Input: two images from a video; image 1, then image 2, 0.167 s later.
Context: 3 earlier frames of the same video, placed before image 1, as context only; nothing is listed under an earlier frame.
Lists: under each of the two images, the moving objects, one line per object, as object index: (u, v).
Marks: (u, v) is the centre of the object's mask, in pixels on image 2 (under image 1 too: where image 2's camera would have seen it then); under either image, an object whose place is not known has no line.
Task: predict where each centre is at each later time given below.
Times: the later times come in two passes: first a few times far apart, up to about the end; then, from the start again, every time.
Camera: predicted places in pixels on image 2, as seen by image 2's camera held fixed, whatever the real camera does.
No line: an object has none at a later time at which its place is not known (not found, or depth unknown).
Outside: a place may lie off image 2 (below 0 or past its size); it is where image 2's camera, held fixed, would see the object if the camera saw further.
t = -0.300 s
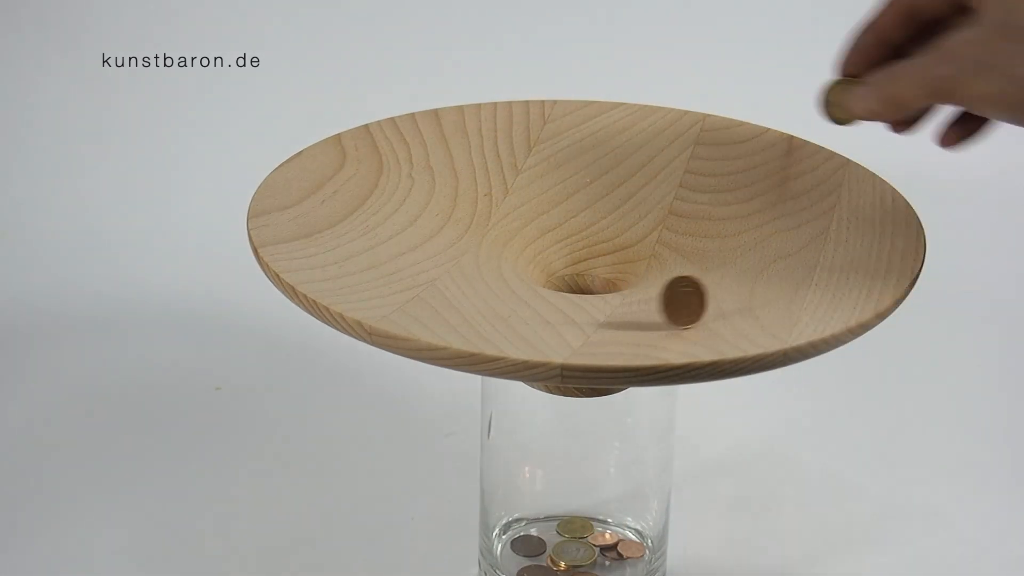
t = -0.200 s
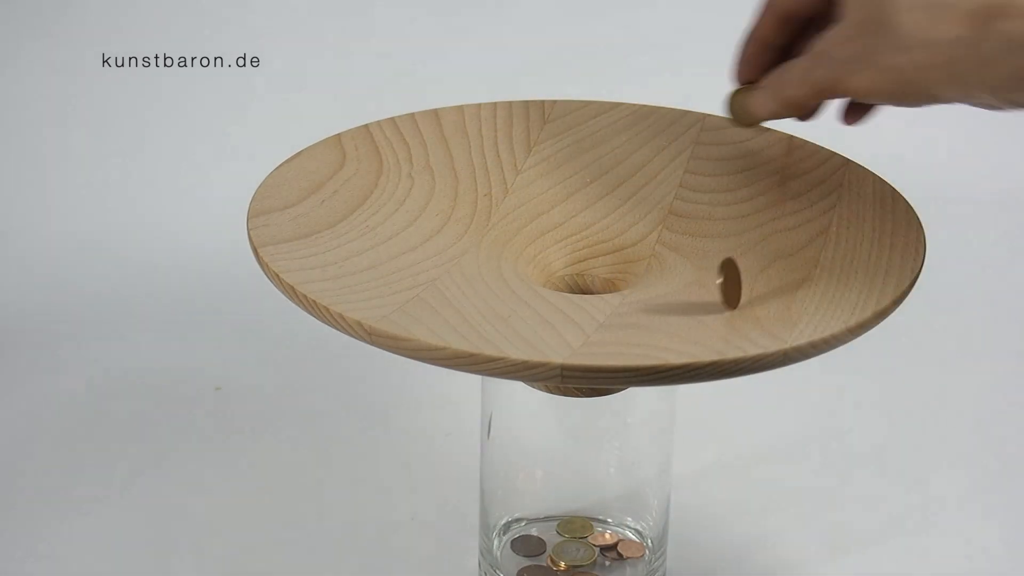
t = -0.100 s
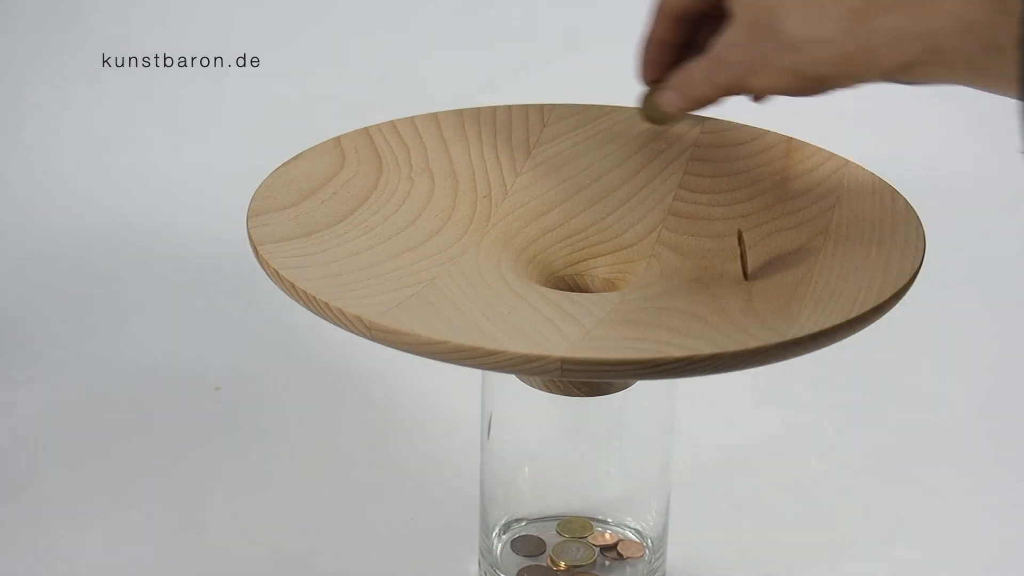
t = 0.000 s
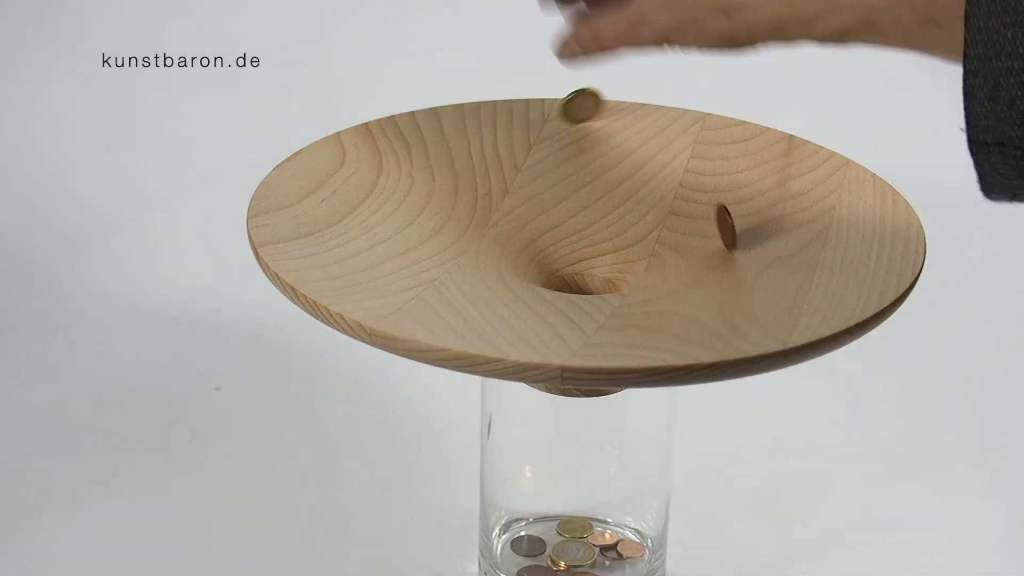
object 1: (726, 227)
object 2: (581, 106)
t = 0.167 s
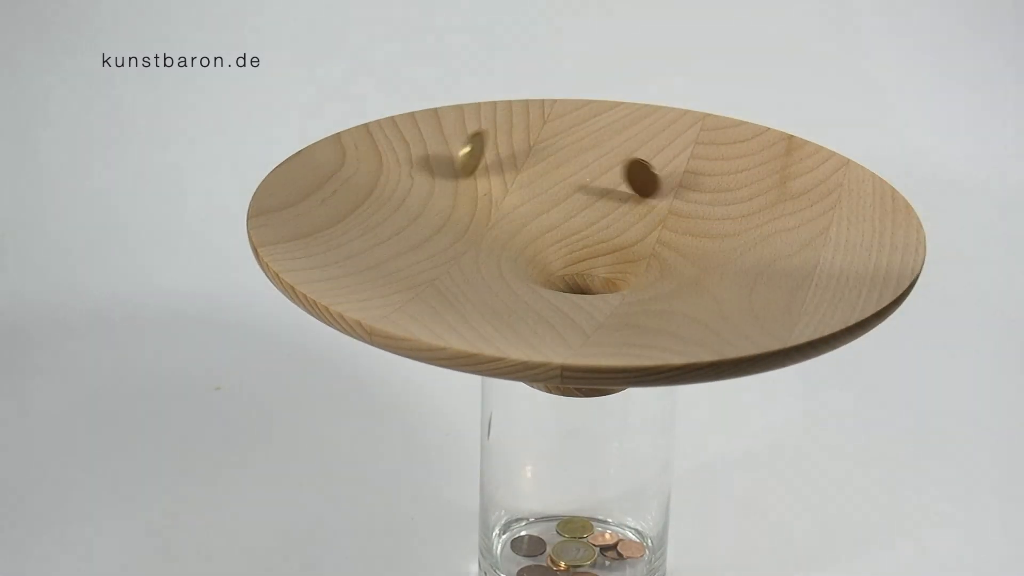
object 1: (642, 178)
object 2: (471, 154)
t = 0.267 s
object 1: (579, 160)
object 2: (421, 195)
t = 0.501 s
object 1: (463, 182)
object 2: (413, 280)
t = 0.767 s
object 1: (515, 272)
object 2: (581, 320)
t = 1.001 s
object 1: (679, 289)
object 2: (721, 273)
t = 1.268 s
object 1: (684, 229)
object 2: (723, 164)
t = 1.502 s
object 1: (544, 177)
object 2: (613, 121)
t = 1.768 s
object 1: (482, 228)
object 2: (481, 196)
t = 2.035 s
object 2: (487, 289)
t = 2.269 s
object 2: (626, 306)
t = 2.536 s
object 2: (691, 235)
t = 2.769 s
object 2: (618, 150)
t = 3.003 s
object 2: (522, 176)
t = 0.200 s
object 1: (621, 171)
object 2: (454, 166)
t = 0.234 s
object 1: (599, 165)
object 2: (438, 180)
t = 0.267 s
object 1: (579, 160)
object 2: (421, 195)
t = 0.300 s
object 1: (558, 156)
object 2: (412, 206)
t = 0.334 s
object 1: (538, 155)
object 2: (404, 223)
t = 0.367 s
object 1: (518, 157)
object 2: (399, 236)
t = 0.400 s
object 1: (500, 160)
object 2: (398, 247)
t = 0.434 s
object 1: (485, 165)
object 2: (401, 258)
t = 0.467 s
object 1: (473, 172)
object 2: (405, 270)
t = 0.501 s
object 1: (463, 182)
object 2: (413, 280)
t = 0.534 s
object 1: (458, 193)
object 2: (425, 289)
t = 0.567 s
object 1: (455, 204)
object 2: (439, 298)
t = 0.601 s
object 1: (456, 216)
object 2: (457, 306)
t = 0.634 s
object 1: (461, 228)
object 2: (477, 312)
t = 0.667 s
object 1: (469, 241)
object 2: (500, 316)
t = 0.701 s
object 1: (481, 252)
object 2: (526, 320)
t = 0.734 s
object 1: (497, 263)
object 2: (554, 320)
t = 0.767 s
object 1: (515, 272)
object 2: (581, 320)
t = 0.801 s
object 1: (536, 279)
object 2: (607, 317)
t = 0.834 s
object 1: (560, 285)
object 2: (631, 314)
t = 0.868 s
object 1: (584, 290)
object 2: (654, 308)
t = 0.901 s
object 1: (609, 292)
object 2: (673, 301)
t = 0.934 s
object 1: (634, 293)
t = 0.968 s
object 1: (657, 292)
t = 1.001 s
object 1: (679, 289)
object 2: (721, 273)
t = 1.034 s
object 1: (696, 285)
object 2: (732, 261)
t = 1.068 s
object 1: (708, 278)
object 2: (739, 248)
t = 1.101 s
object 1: (715, 271)
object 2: (743, 234)
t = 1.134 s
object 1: (716, 264)
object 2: (744, 220)
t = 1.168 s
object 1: (713, 256)
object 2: (742, 204)
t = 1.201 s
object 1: (707, 247)
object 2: (738, 190)
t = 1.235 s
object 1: (697, 238)
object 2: (731, 176)
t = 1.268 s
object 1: (684, 229)
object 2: (723, 164)
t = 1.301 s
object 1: (668, 221)
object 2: (712, 152)
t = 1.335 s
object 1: (650, 212)
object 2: (699, 142)
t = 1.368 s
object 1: (629, 203)
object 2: (685, 133)
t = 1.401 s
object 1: (608, 194)
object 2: (669, 127)
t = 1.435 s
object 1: (587, 187)
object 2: (651, 122)
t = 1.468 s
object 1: (565, 181)
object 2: (632, 121)
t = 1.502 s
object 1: (544, 177)
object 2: (613, 121)
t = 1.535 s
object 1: (523, 176)
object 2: (593, 125)
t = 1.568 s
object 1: (505, 177)
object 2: (575, 130)
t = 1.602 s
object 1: (489, 180)
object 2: (557, 138)
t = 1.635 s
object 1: (477, 186)
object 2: (540, 147)
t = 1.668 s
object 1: (469, 196)
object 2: (523, 159)
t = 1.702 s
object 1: (470, 205)
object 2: (507, 171)
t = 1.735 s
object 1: (474, 215)
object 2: (493, 183)
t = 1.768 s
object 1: (482, 228)
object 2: (481, 196)
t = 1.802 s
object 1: (494, 240)
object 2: (470, 214)
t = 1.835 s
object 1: (510, 251)
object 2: (463, 228)
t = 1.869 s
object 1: (531, 261)
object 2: (460, 240)
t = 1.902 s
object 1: (556, 269)
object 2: (460, 251)
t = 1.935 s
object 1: (582, 275)
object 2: (462, 262)
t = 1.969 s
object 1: (607, 277)
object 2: (467, 271)
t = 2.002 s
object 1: (633, 277)
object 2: (476, 280)
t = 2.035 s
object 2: (487, 289)
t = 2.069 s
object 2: (500, 296)
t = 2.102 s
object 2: (518, 302)
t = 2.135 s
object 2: (537, 308)
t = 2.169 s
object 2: (559, 311)
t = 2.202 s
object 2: (584, 312)
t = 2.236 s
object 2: (605, 309)
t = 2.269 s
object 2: (626, 306)
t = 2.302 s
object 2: (642, 301)
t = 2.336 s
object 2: (657, 294)
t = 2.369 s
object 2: (670, 287)
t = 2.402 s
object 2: (679, 280)
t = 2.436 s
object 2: (686, 270)
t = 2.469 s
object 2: (690, 260)
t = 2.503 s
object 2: (692, 248)
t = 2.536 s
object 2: (691, 235)
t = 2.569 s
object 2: (686, 221)
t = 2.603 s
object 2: (678, 205)
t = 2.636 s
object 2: (669, 192)
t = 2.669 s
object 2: (659, 178)
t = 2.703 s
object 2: (647, 168)
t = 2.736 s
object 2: (633, 157)
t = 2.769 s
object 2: (618, 150)
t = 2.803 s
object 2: (603, 144)
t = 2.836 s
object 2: (585, 141)
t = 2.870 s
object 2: (567, 141)
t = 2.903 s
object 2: (551, 146)
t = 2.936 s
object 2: (535, 155)
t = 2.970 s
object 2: (528, 164)
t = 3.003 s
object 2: (522, 176)
